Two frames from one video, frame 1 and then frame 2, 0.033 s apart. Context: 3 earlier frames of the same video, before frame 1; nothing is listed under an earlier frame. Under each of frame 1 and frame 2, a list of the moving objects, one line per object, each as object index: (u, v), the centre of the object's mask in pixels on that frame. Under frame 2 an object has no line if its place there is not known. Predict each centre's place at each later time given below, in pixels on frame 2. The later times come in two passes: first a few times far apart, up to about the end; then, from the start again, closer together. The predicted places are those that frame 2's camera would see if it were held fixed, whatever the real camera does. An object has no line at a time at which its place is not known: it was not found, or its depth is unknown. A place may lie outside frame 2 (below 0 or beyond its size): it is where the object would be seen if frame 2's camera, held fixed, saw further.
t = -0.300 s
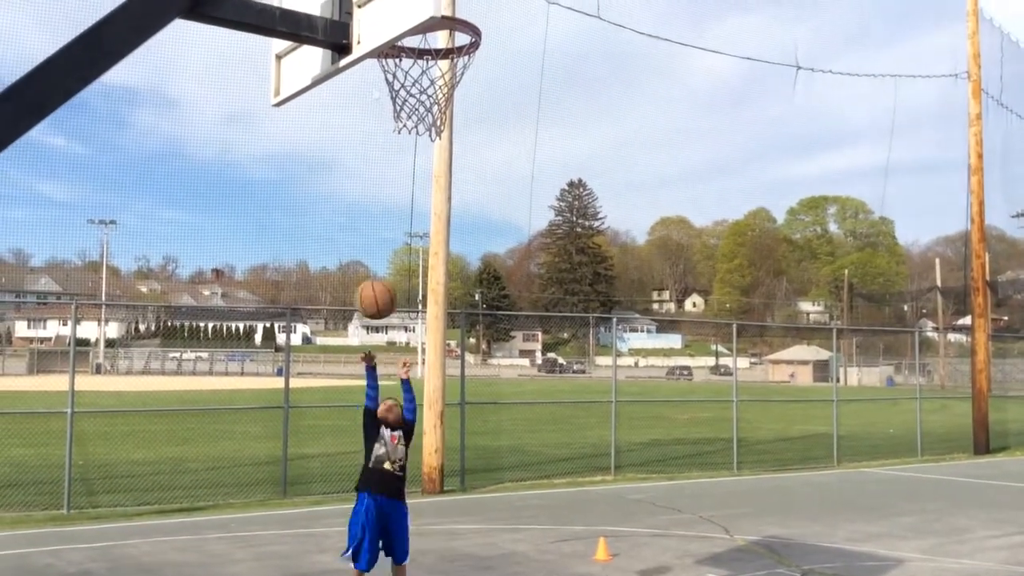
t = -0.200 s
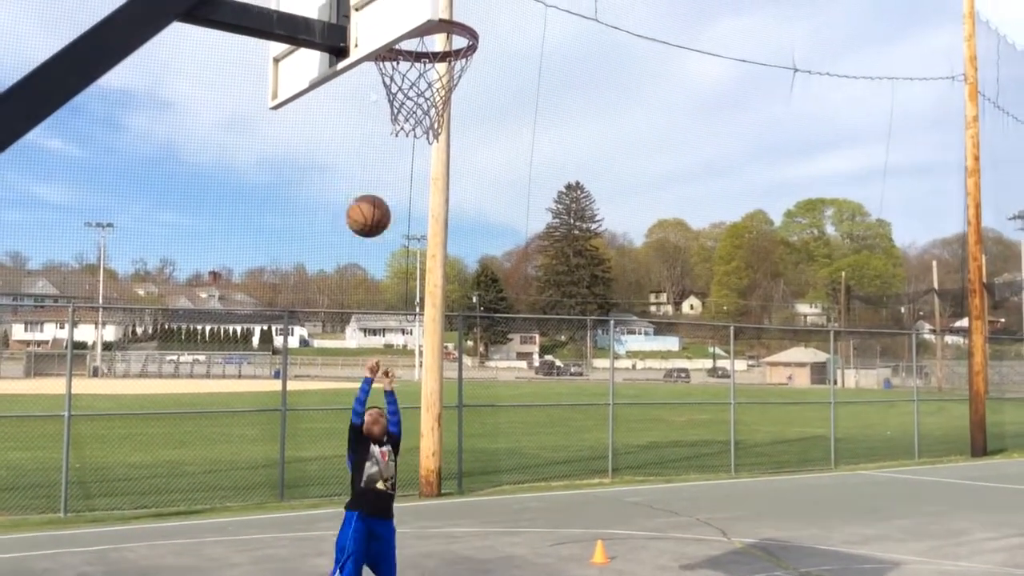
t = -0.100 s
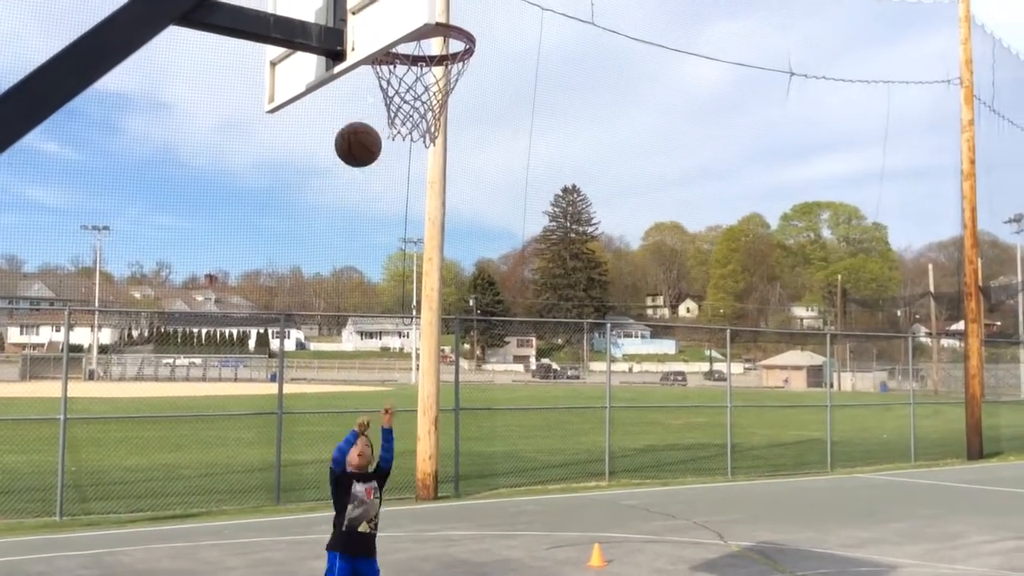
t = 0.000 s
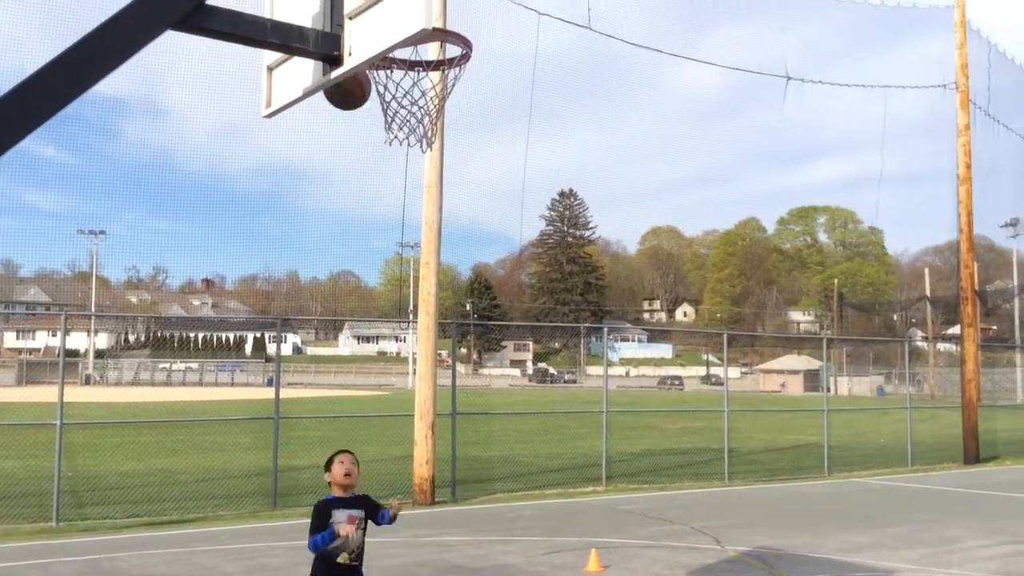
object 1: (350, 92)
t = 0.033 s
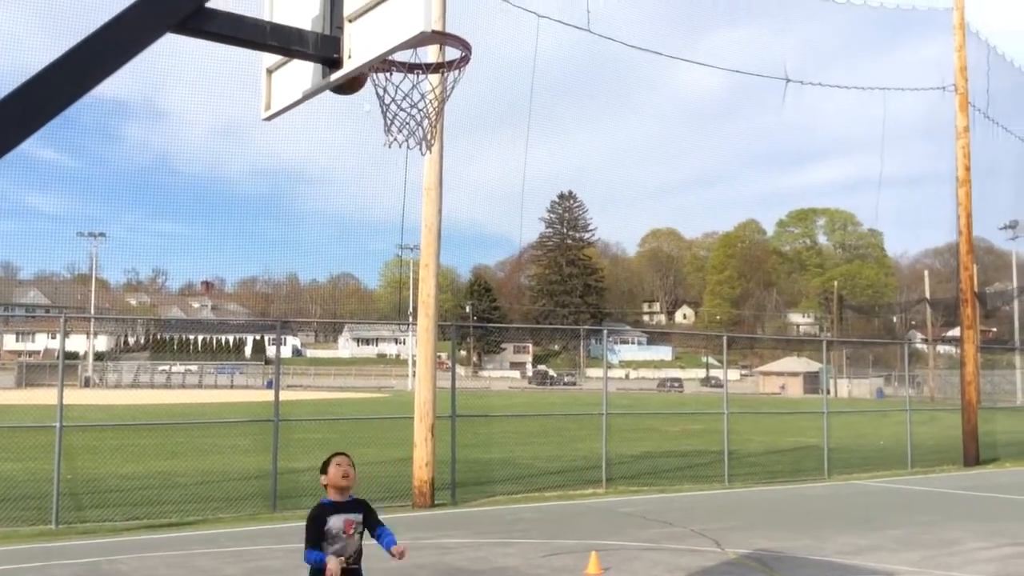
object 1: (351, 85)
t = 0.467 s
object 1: (449, 93)
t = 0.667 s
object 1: (442, 150)
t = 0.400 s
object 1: (426, 66)
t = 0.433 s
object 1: (439, 78)
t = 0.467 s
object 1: (449, 93)
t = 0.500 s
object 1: (451, 96)
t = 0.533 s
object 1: (450, 102)
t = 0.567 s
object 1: (447, 110)
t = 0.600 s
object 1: (446, 121)
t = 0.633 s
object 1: (444, 135)
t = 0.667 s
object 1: (442, 150)
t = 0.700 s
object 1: (440, 168)
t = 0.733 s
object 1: (438, 188)
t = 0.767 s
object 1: (436, 212)
